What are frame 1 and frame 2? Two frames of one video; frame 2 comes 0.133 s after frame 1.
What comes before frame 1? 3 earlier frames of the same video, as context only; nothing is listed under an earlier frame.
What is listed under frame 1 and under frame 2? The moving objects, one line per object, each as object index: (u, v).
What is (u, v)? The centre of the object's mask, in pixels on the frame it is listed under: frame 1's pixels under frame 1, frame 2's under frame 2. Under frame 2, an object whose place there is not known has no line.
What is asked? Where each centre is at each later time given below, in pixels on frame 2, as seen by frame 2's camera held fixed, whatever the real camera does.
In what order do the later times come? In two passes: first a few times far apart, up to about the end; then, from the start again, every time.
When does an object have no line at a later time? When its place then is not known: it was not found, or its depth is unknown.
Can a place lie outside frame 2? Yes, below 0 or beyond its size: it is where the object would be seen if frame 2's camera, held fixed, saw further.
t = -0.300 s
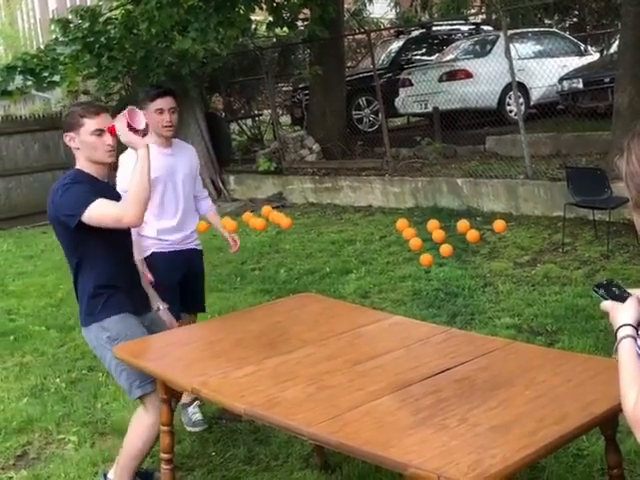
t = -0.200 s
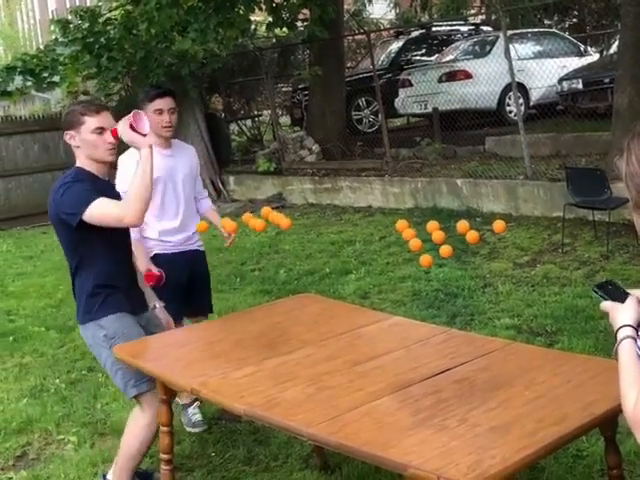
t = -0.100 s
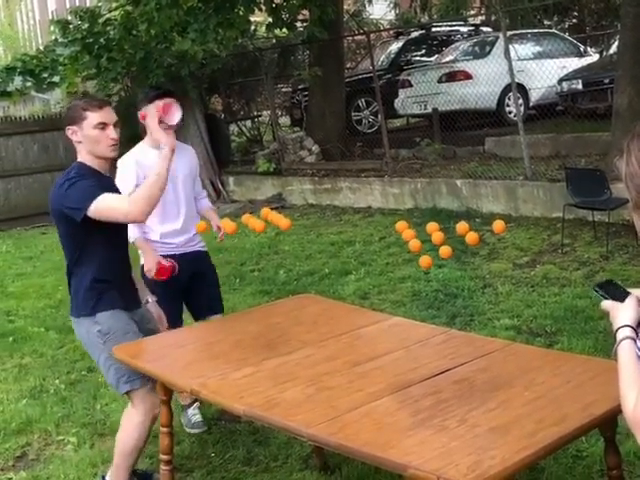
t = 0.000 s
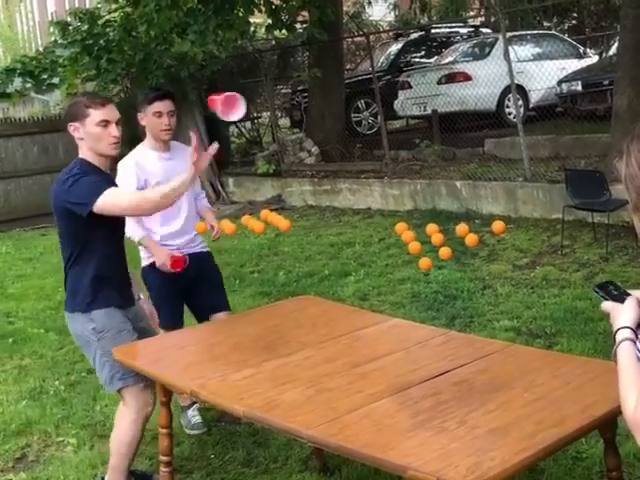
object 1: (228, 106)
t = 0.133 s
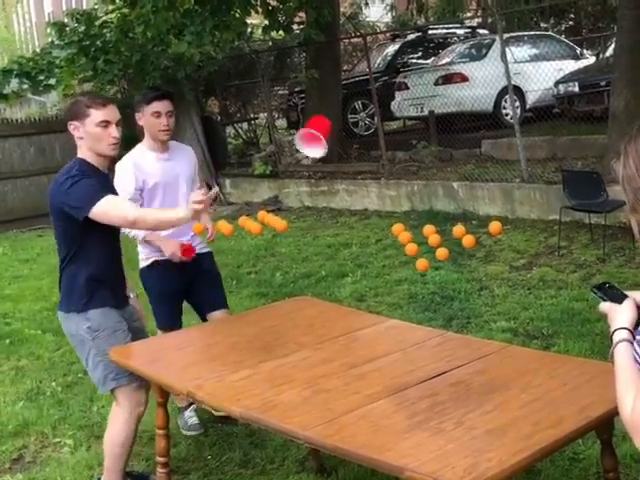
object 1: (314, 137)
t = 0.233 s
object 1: (385, 188)
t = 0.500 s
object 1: (469, 206)
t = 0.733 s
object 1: (500, 309)
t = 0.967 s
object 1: (487, 300)
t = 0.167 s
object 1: (337, 151)
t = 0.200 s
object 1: (361, 168)
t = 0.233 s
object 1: (385, 188)
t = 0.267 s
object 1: (410, 210)
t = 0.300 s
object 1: (429, 226)
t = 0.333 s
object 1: (435, 216)
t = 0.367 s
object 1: (443, 205)
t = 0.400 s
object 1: (449, 202)
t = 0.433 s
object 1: (455, 201)
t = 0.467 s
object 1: (462, 202)
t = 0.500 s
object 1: (469, 206)
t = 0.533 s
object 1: (474, 212)
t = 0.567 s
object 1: (480, 220)
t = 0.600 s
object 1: (485, 232)
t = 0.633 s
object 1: (488, 247)
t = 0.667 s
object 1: (493, 266)
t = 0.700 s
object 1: (496, 286)
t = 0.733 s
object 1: (500, 309)
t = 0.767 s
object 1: (504, 325)
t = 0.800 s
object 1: (501, 314)
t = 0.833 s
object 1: (497, 306)
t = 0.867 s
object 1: (496, 302)
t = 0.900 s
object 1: (492, 298)
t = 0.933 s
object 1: (490, 298)
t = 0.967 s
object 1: (487, 300)
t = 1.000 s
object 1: (484, 304)
